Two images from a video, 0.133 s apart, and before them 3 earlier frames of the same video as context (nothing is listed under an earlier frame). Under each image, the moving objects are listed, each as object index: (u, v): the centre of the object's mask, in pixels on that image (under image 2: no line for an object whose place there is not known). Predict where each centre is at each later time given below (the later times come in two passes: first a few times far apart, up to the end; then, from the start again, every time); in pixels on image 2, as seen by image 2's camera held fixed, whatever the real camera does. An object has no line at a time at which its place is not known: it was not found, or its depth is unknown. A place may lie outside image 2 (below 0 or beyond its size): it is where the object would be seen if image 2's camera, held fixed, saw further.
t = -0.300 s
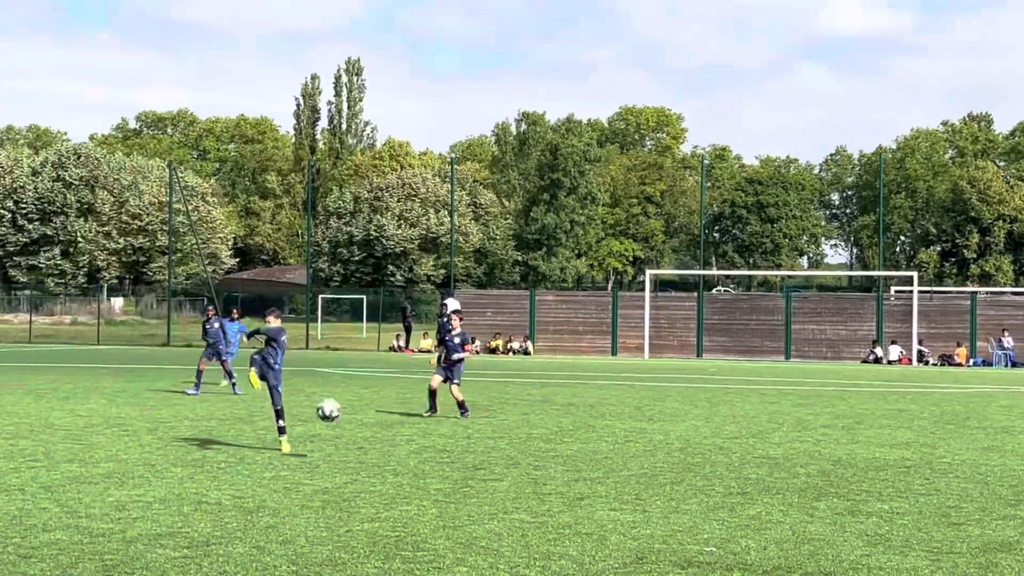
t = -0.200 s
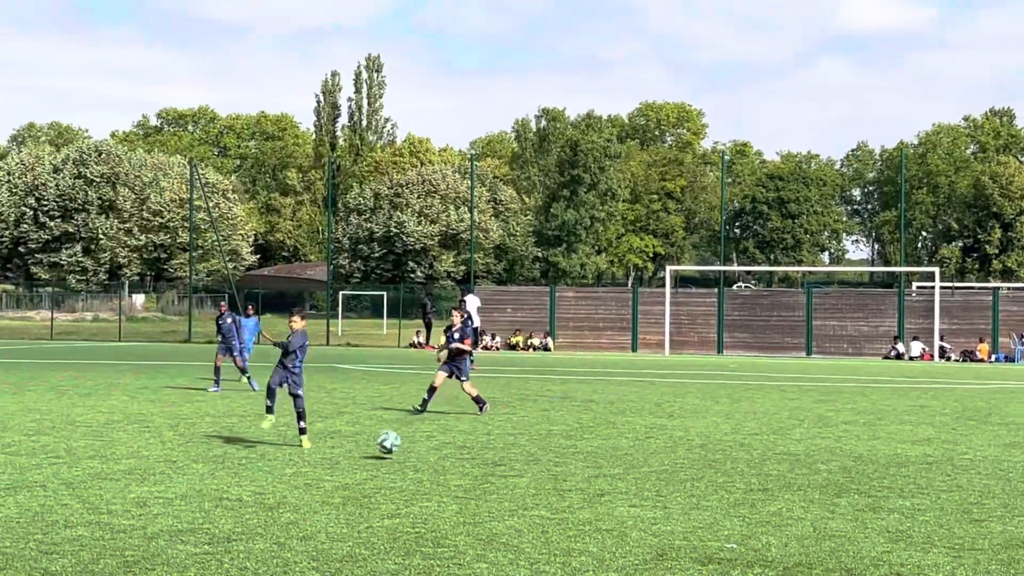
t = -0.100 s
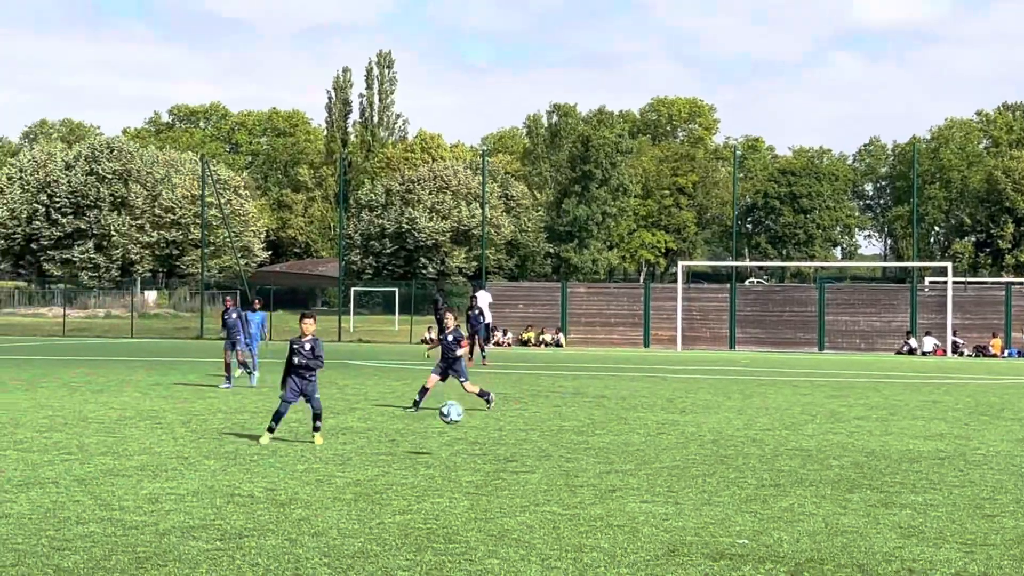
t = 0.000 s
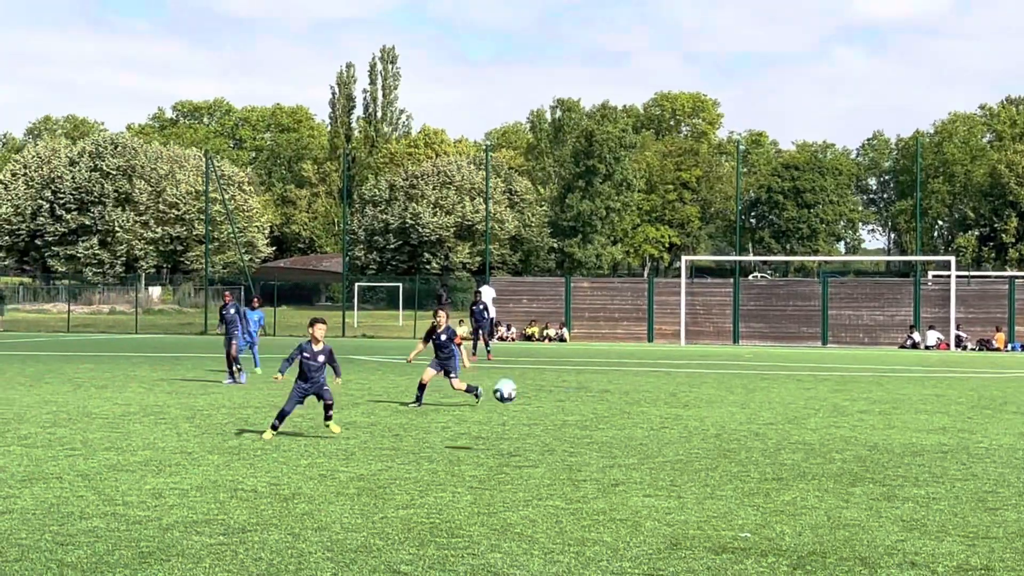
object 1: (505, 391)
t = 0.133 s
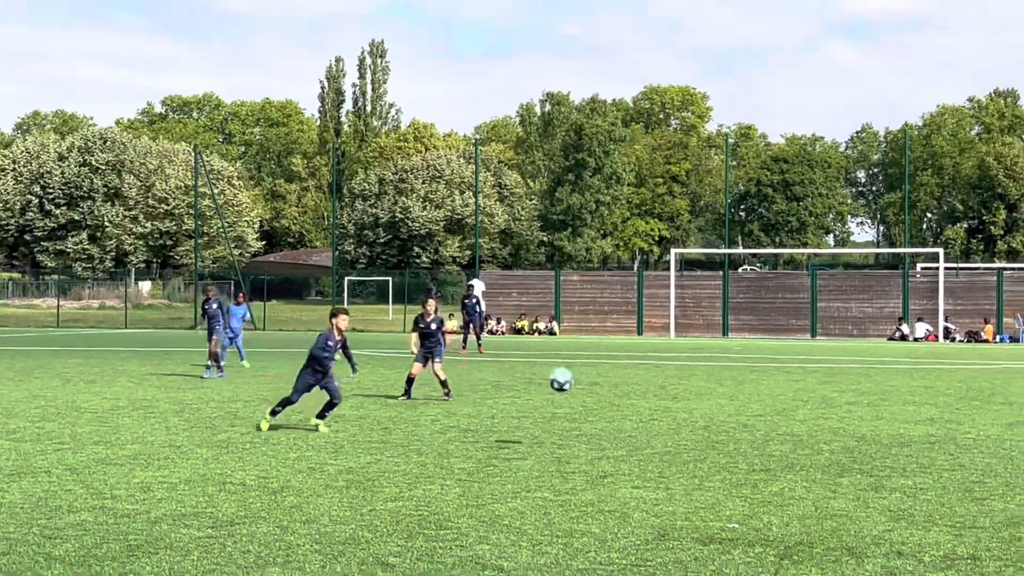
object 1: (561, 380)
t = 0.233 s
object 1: (610, 391)
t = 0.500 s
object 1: (738, 427)
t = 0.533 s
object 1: (752, 423)
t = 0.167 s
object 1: (577, 382)
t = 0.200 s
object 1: (594, 387)
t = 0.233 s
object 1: (610, 391)
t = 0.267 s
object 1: (626, 396)
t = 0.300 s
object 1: (642, 404)
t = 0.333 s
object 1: (659, 412)
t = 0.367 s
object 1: (675, 421)
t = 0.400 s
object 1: (691, 431)
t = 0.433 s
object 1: (707, 439)
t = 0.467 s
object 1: (722, 432)
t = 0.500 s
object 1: (738, 427)
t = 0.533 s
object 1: (752, 423)
